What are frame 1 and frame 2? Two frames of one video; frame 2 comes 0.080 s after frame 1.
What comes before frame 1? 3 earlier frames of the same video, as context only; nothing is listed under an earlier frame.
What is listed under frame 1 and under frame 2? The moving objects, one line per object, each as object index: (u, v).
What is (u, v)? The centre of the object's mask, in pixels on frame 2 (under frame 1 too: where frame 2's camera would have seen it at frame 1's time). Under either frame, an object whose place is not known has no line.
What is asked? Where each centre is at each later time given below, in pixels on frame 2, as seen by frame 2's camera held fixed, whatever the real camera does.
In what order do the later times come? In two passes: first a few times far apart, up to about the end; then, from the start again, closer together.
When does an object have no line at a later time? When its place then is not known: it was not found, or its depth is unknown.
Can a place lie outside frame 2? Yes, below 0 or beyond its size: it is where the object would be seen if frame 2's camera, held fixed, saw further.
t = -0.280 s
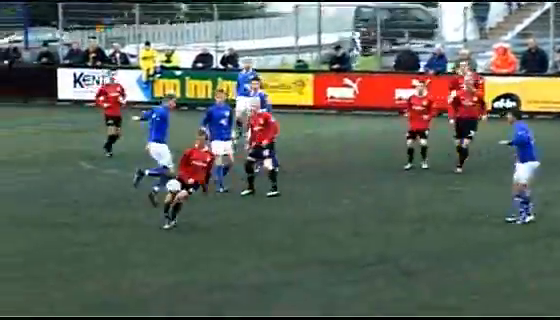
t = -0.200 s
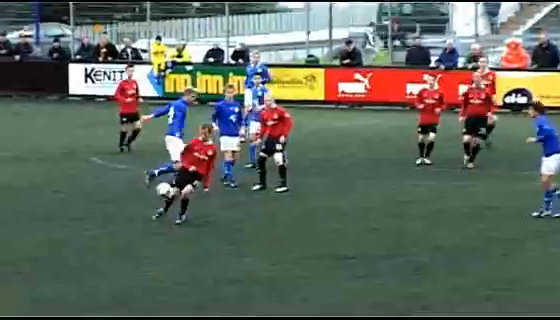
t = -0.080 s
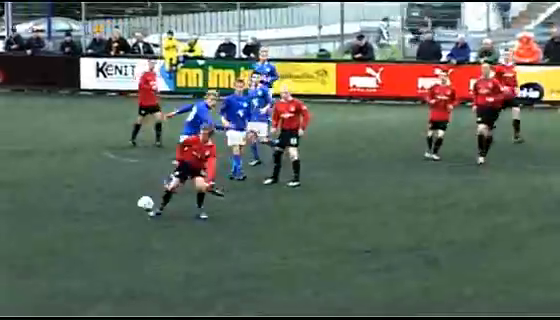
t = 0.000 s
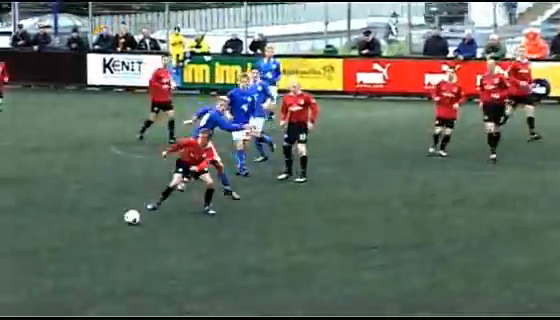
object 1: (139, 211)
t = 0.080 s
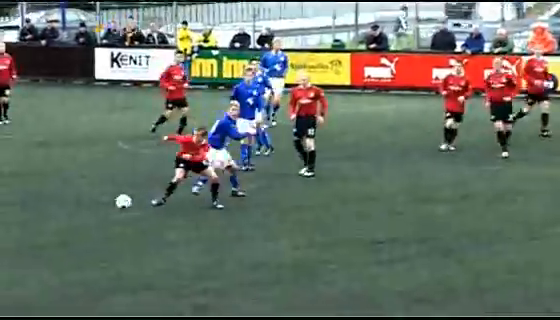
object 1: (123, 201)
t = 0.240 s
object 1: (91, 193)
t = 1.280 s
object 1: (-134, 234)
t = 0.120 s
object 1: (115, 198)
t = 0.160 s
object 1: (107, 195)
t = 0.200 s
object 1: (99, 193)
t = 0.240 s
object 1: (91, 193)
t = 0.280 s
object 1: (83, 194)
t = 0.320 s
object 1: (74, 196)
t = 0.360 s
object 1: (66, 198)
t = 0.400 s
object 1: (58, 202)
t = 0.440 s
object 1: (50, 208)
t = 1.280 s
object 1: (-134, 234)
